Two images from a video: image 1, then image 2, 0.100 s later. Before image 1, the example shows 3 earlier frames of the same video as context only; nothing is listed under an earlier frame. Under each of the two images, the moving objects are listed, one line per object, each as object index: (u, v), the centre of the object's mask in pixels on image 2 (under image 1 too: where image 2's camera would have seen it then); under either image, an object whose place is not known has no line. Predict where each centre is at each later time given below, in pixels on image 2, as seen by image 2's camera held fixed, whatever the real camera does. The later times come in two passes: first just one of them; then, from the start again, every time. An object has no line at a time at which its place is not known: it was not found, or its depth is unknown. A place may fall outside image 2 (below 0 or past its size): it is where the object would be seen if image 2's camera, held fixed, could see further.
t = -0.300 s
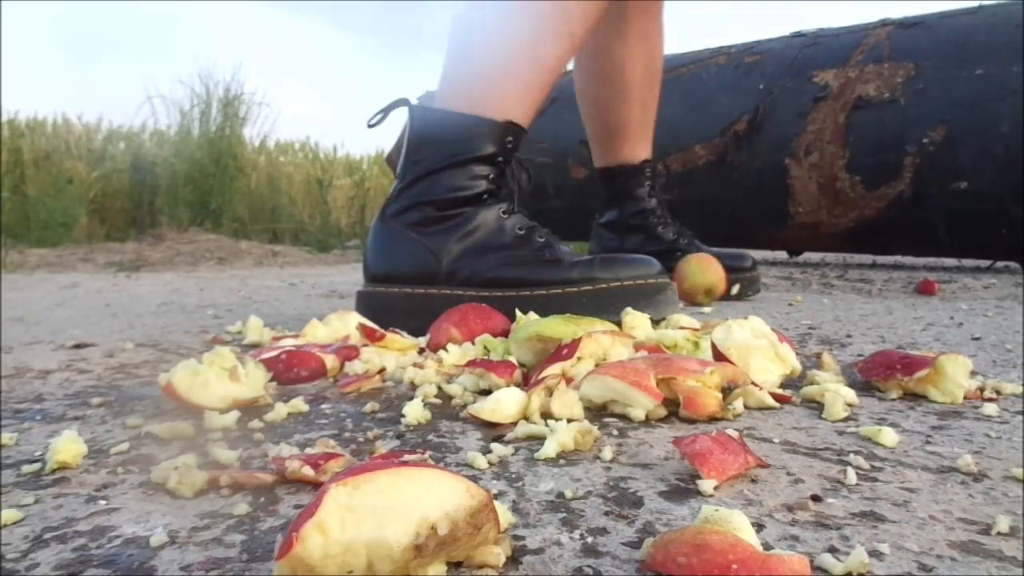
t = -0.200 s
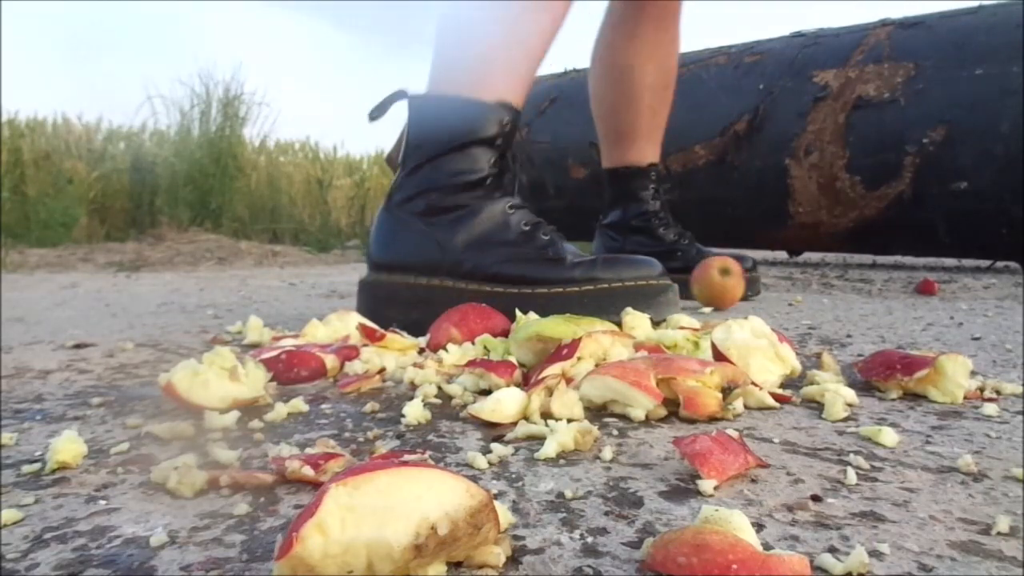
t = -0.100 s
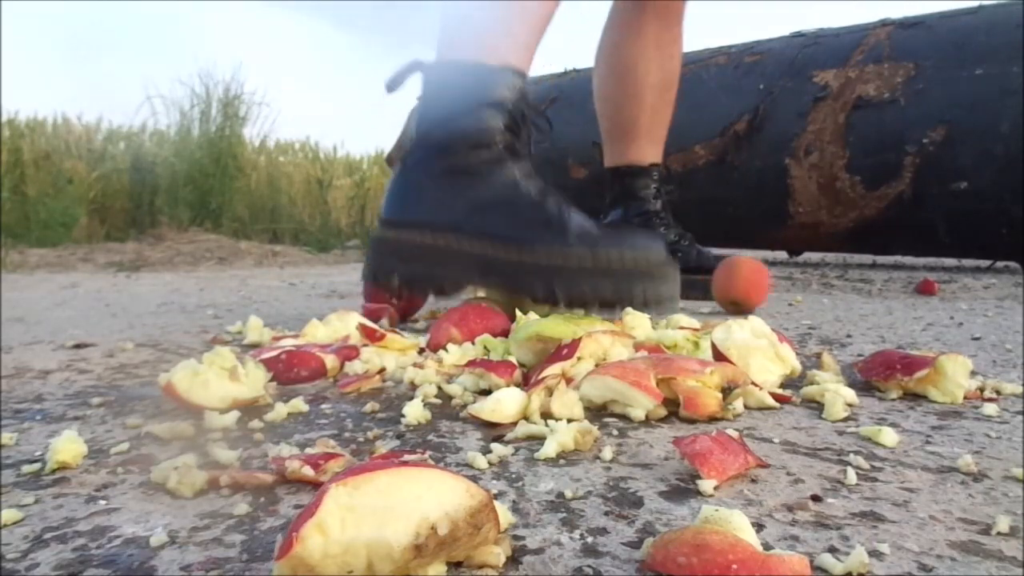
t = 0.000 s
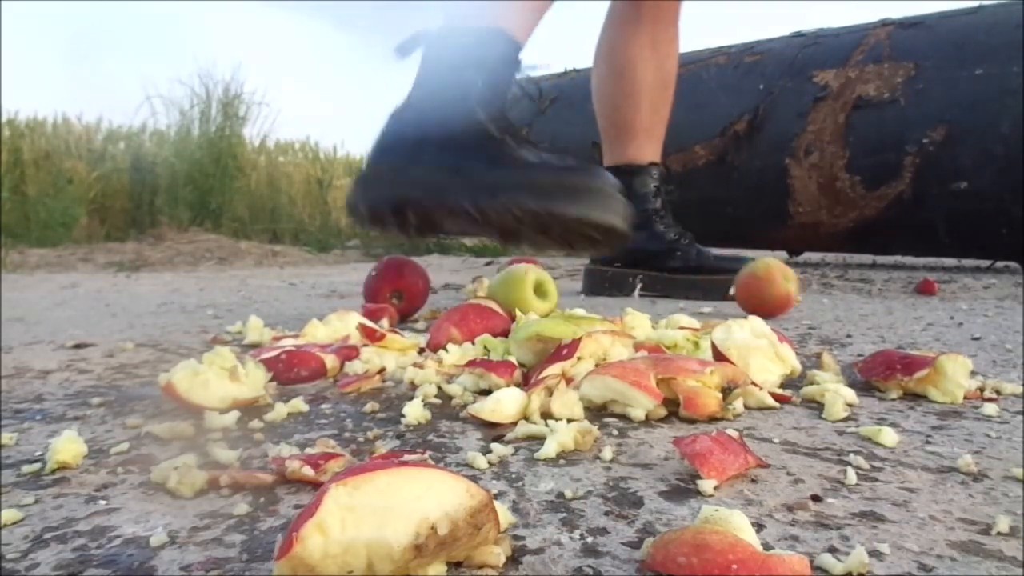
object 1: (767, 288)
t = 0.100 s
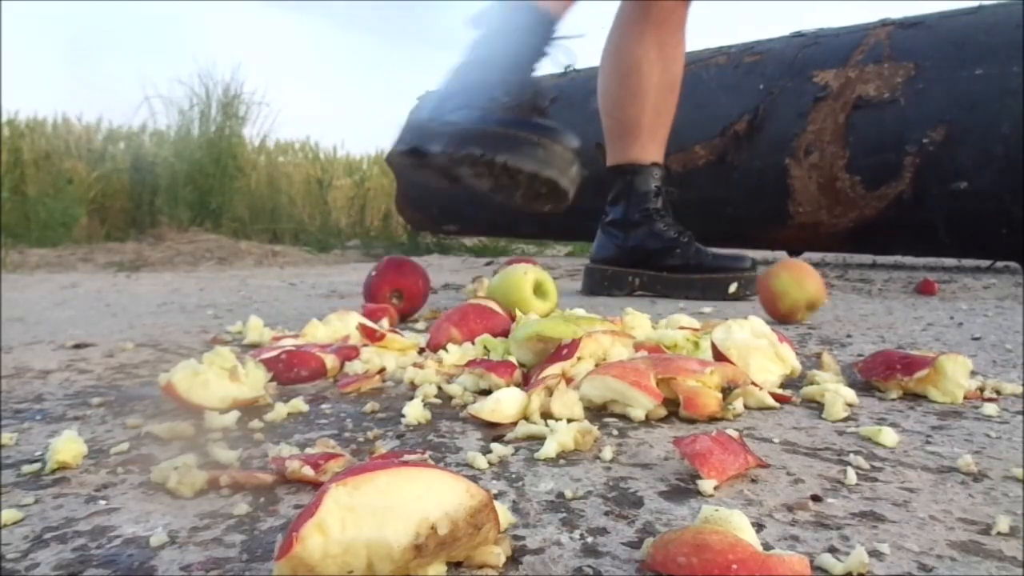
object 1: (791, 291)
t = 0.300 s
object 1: (851, 297)
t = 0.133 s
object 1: (799, 292)
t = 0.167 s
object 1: (809, 295)
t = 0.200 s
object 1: (818, 293)
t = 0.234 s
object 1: (829, 294)
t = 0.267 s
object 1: (839, 295)
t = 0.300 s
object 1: (851, 297)
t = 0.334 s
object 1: (862, 298)
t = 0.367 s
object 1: (874, 298)
